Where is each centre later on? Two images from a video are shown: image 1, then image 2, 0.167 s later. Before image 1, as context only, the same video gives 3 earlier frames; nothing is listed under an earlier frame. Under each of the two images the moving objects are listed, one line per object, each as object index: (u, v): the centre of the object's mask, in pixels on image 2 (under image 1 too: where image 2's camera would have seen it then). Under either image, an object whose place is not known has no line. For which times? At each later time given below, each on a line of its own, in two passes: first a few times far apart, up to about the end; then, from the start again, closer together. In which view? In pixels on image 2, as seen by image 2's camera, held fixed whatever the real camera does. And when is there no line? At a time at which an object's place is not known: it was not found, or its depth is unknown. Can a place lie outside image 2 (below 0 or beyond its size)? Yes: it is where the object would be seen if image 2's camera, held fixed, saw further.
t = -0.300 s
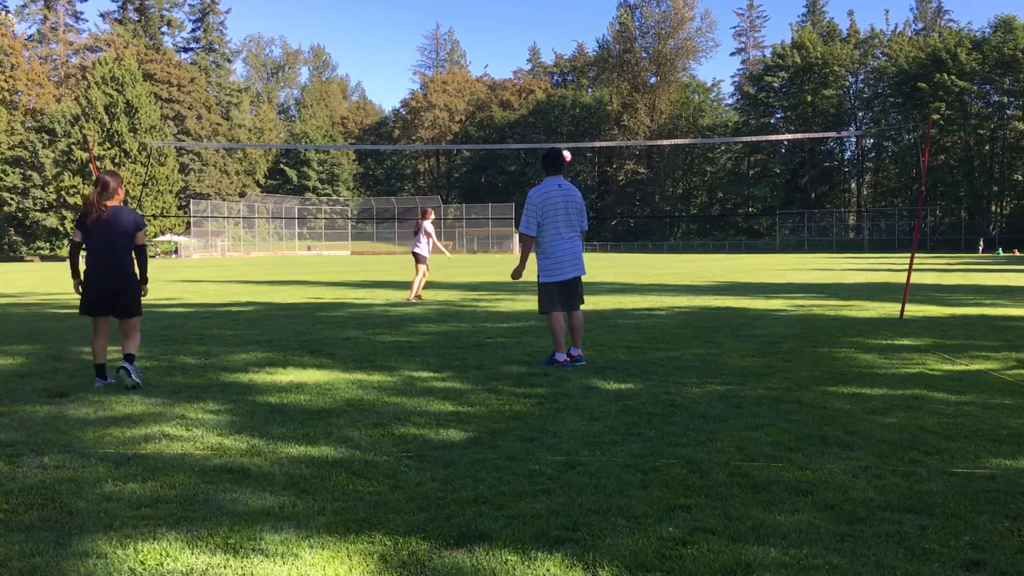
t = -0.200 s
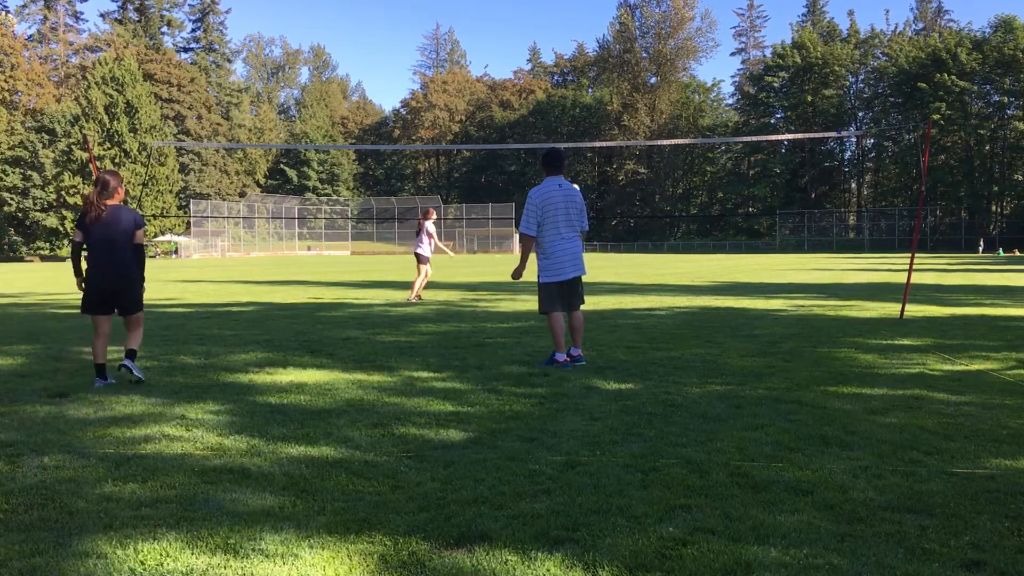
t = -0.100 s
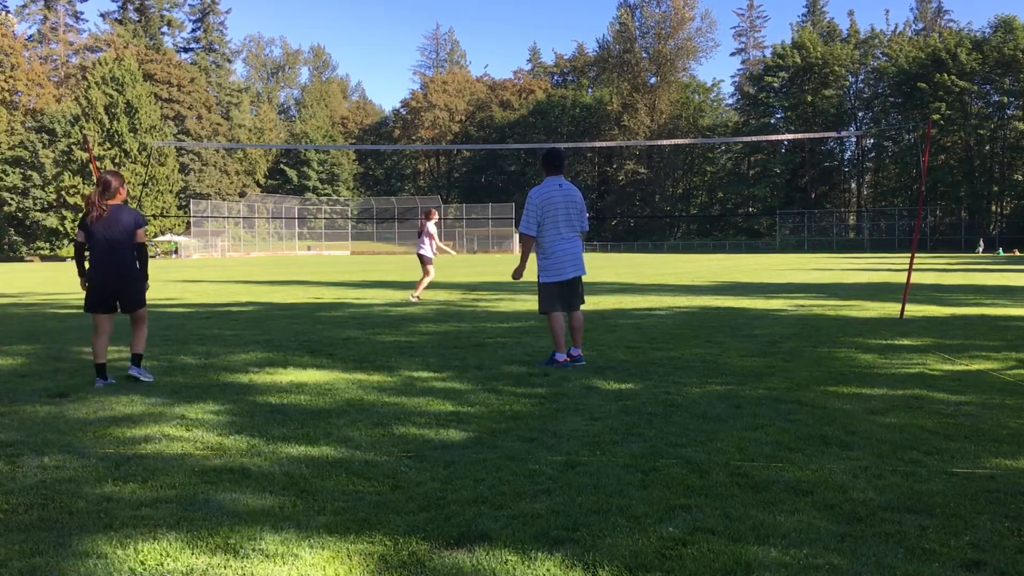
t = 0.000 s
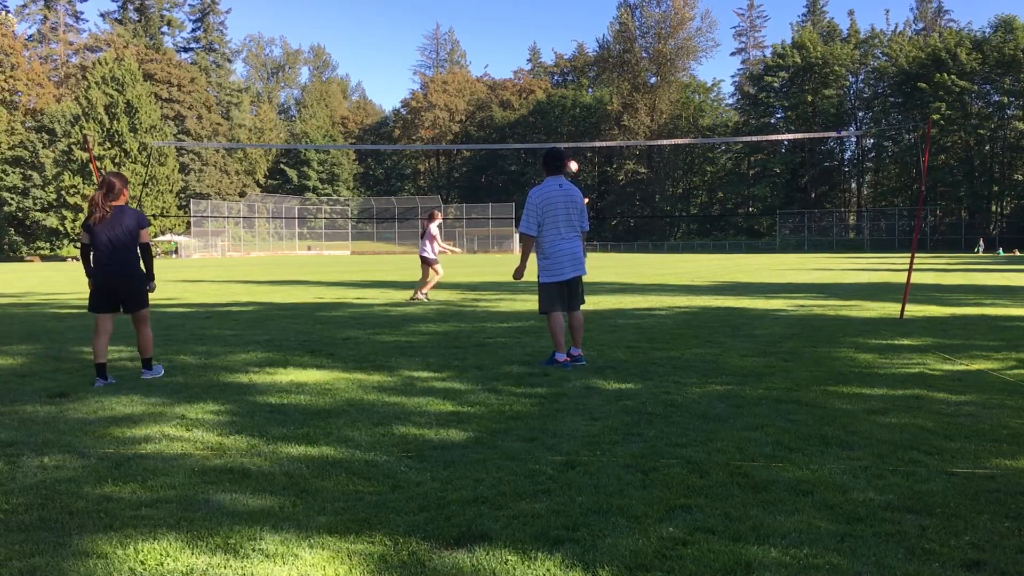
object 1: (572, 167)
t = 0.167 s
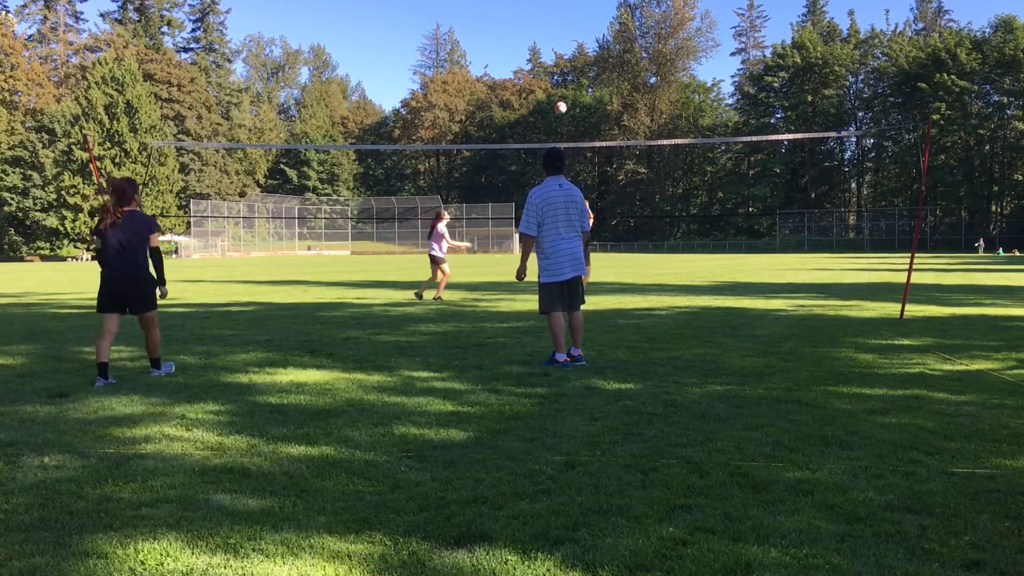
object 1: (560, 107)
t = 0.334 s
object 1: (549, 61)
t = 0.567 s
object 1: (530, 22)
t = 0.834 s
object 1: (510, 12)
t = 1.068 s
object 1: (491, 38)
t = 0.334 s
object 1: (549, 61)
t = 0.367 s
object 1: (547, 54)
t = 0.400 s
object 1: (543, 47)
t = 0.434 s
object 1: (540, 41)
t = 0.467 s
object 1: (538, 35)
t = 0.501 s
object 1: (535, 30)
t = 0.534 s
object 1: (533, 26)
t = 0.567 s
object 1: (530, 22)
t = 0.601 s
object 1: (528, 18)
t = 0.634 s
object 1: (525, 16)
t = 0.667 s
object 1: (523, 14)
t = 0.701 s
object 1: (520, 12)
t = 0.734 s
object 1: (517, 11)
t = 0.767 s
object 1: (515, 11)
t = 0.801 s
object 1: (512, 11)
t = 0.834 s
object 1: (510, 12)
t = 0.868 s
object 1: (507, 14)
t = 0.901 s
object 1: (504, 17)
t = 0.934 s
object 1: (502, 20)
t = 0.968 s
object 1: (499, 23)
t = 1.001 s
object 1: (496, 27)
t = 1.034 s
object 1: (494, 33)
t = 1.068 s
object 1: (491, 38)
